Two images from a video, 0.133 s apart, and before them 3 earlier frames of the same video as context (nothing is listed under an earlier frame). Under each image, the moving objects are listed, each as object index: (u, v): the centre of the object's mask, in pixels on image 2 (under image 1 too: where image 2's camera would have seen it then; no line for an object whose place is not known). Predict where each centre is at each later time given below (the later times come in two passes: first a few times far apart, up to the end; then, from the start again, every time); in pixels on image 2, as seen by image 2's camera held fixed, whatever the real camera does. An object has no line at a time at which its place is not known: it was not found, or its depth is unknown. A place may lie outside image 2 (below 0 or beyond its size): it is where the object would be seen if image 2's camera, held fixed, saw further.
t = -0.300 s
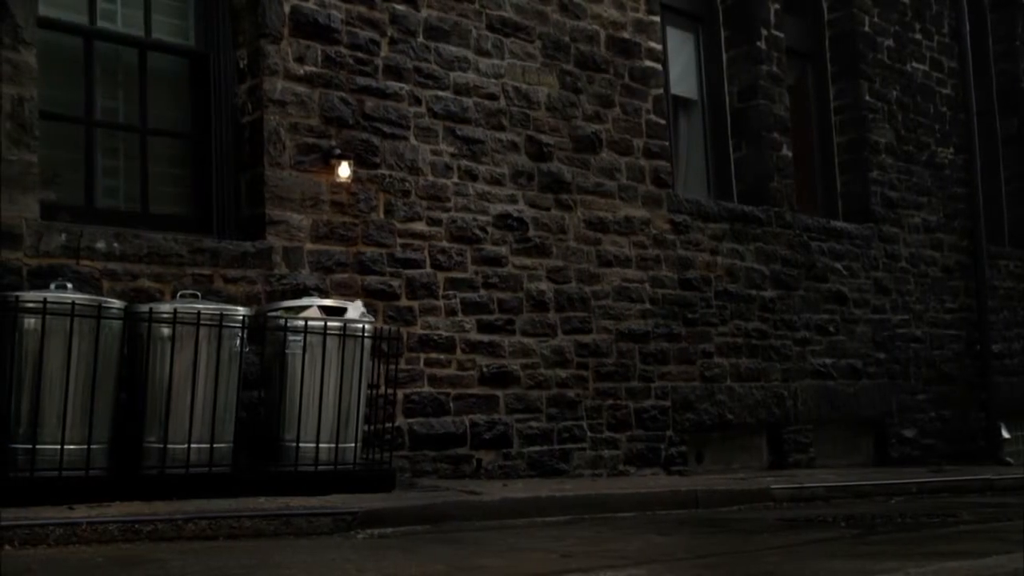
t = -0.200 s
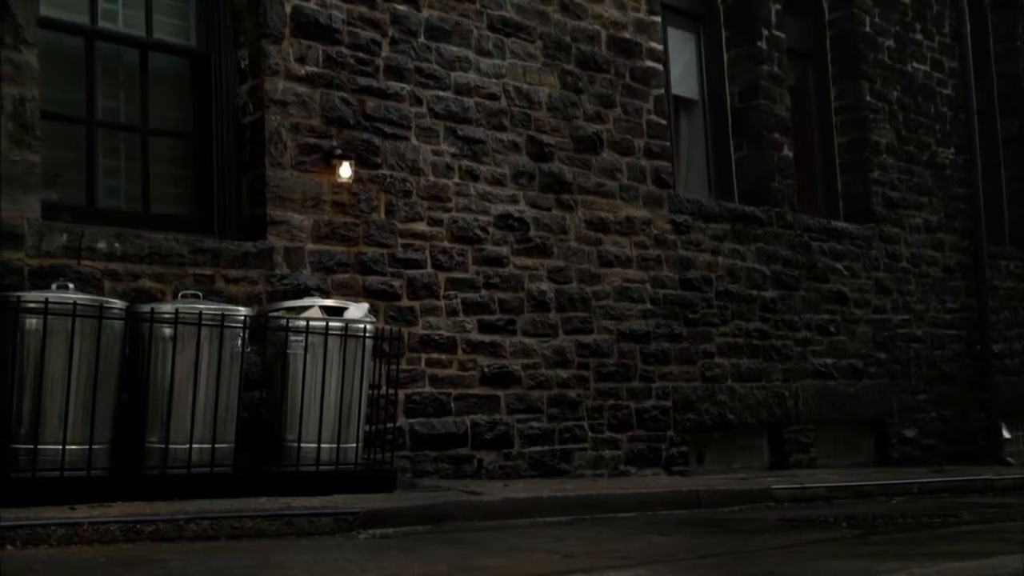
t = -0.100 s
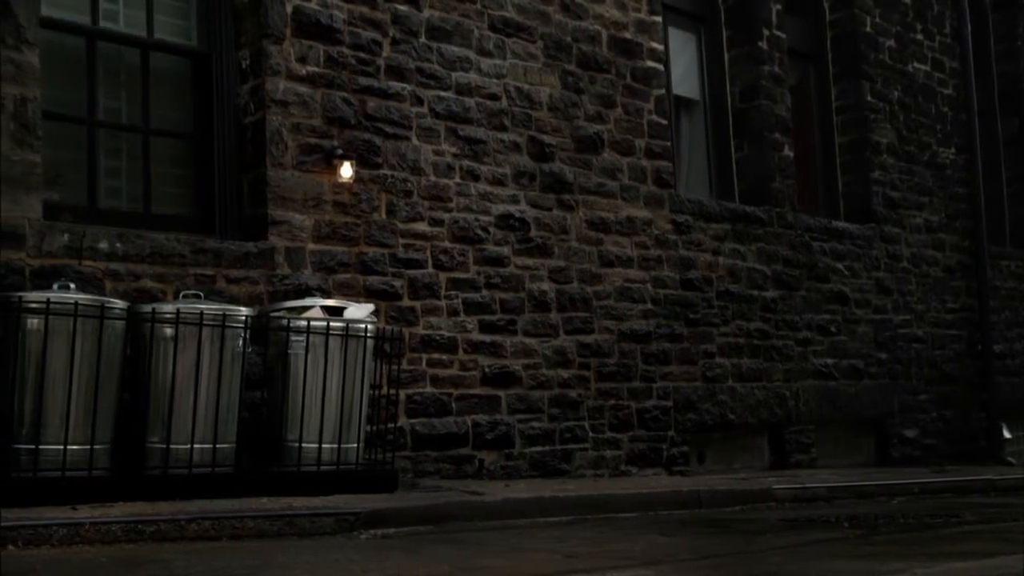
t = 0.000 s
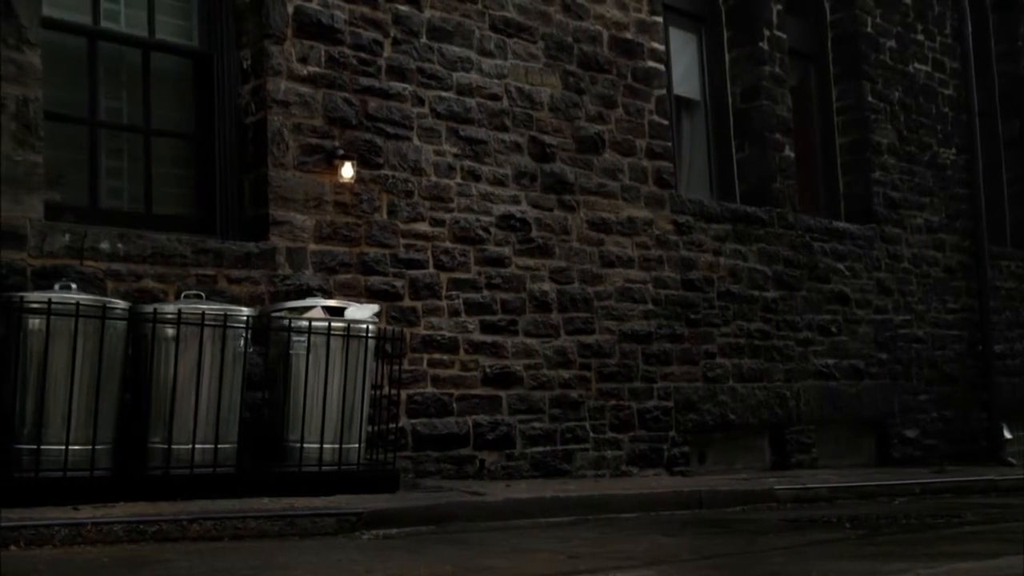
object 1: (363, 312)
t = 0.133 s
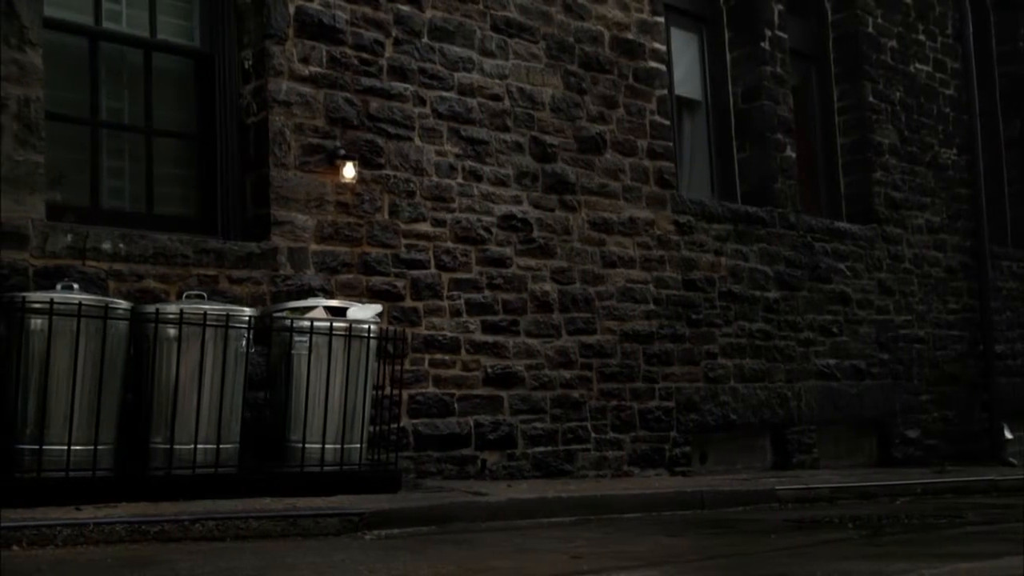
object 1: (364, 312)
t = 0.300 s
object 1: (370, 310)
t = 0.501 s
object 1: (388, 336)
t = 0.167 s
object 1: (364, 312)
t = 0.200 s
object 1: (365, 311)
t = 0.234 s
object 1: (366, 311)
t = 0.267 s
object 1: (368, 310)
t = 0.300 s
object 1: (370, 310)
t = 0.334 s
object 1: (371, 312)
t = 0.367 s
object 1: (374, 314)
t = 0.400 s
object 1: (375, 315)
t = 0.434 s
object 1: (380, 320)
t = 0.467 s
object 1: (385, 329)
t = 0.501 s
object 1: (388, 336)
